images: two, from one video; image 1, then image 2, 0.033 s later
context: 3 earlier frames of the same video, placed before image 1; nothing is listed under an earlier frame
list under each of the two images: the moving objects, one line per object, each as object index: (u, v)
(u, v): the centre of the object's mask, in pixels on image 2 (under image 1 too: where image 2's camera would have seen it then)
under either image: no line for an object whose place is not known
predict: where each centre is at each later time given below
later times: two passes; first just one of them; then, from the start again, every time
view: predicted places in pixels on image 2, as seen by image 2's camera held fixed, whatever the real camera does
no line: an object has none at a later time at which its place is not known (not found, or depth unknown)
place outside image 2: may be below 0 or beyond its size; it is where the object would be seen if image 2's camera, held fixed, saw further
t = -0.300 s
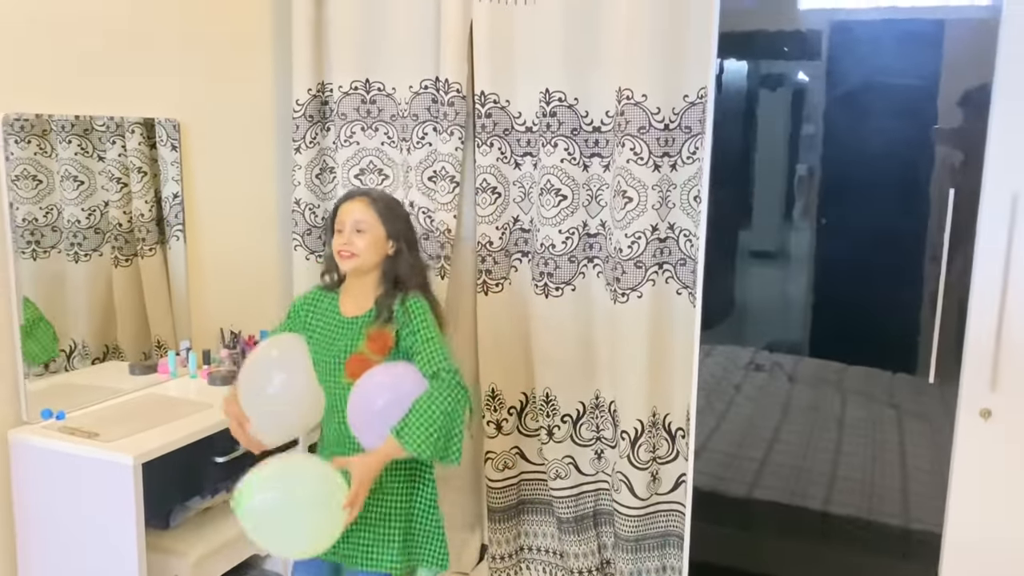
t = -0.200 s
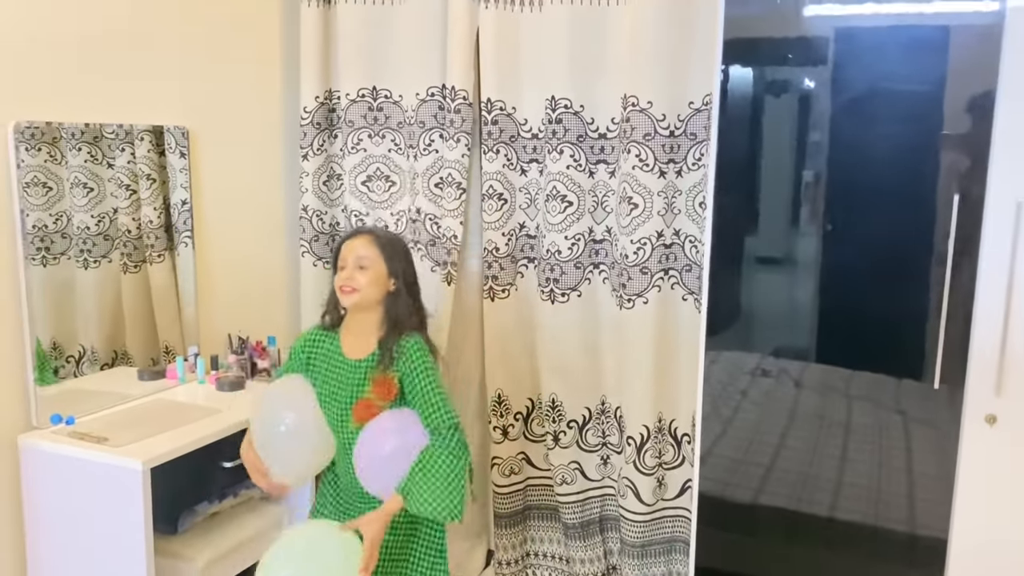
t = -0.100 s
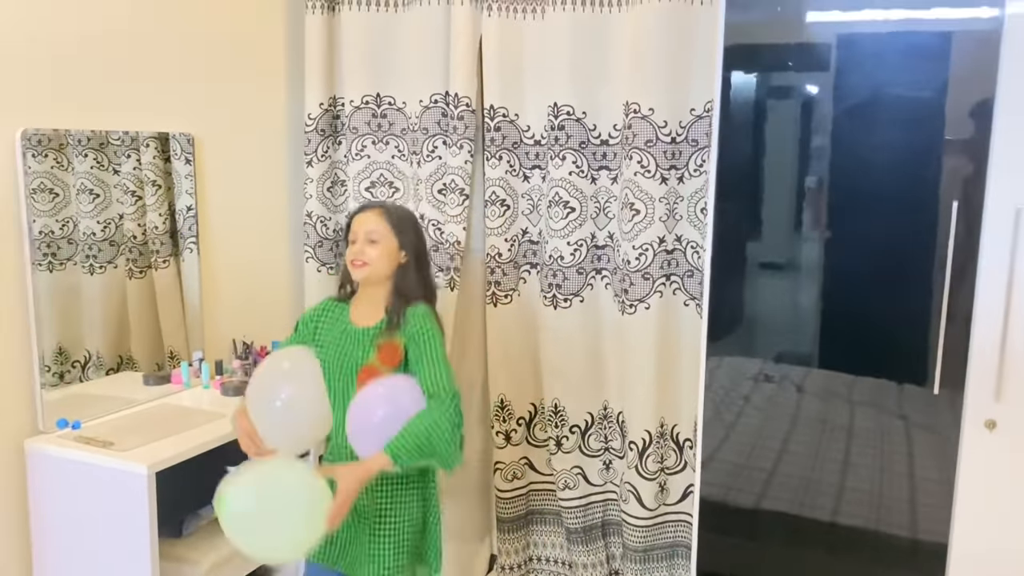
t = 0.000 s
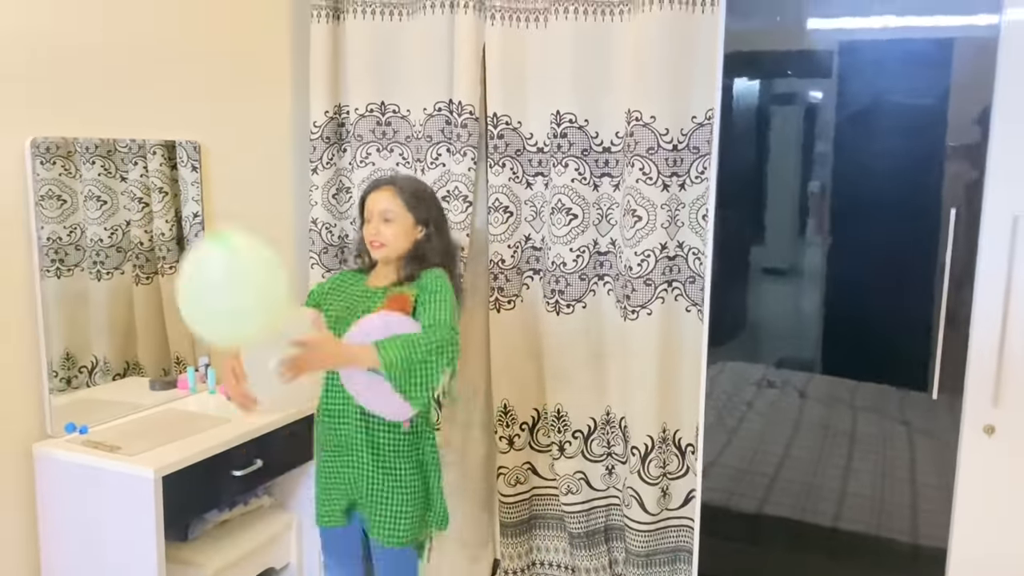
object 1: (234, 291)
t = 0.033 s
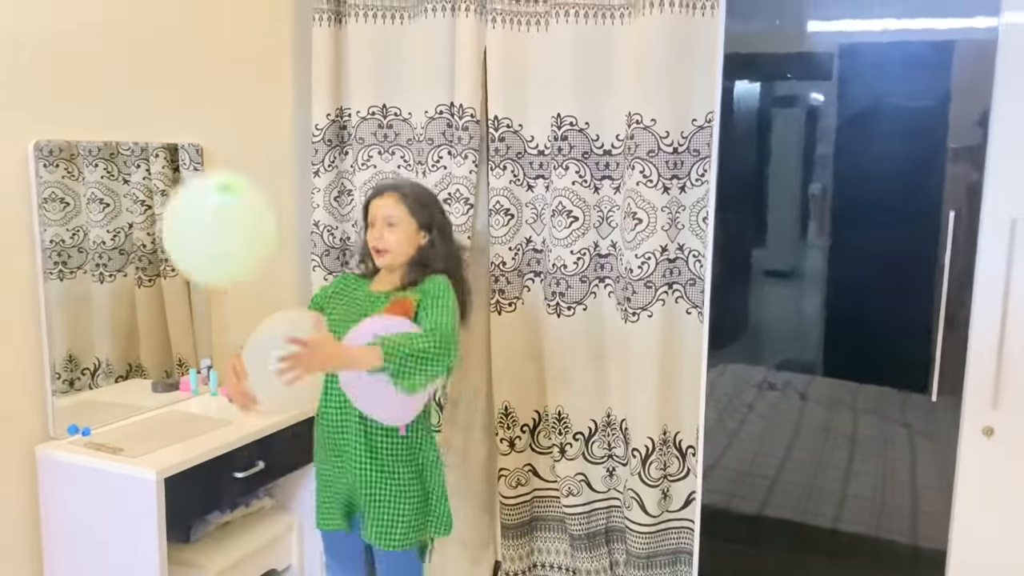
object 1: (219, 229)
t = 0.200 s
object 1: (179, 18)
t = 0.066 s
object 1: (205, 171)
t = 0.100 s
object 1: (195, 121)
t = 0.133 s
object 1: (188, 76)
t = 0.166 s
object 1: (183, 40)
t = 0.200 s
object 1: (179, 18)
